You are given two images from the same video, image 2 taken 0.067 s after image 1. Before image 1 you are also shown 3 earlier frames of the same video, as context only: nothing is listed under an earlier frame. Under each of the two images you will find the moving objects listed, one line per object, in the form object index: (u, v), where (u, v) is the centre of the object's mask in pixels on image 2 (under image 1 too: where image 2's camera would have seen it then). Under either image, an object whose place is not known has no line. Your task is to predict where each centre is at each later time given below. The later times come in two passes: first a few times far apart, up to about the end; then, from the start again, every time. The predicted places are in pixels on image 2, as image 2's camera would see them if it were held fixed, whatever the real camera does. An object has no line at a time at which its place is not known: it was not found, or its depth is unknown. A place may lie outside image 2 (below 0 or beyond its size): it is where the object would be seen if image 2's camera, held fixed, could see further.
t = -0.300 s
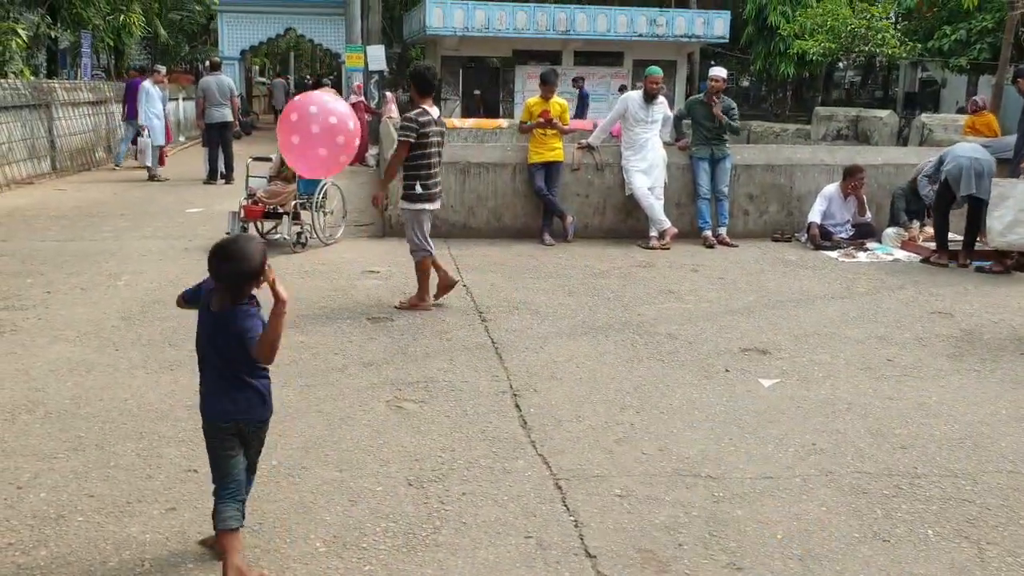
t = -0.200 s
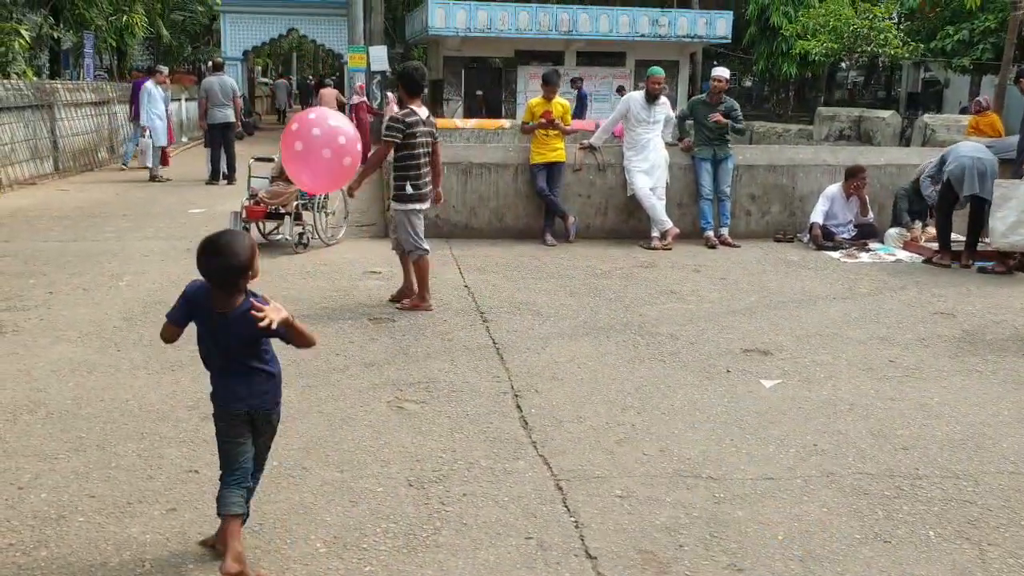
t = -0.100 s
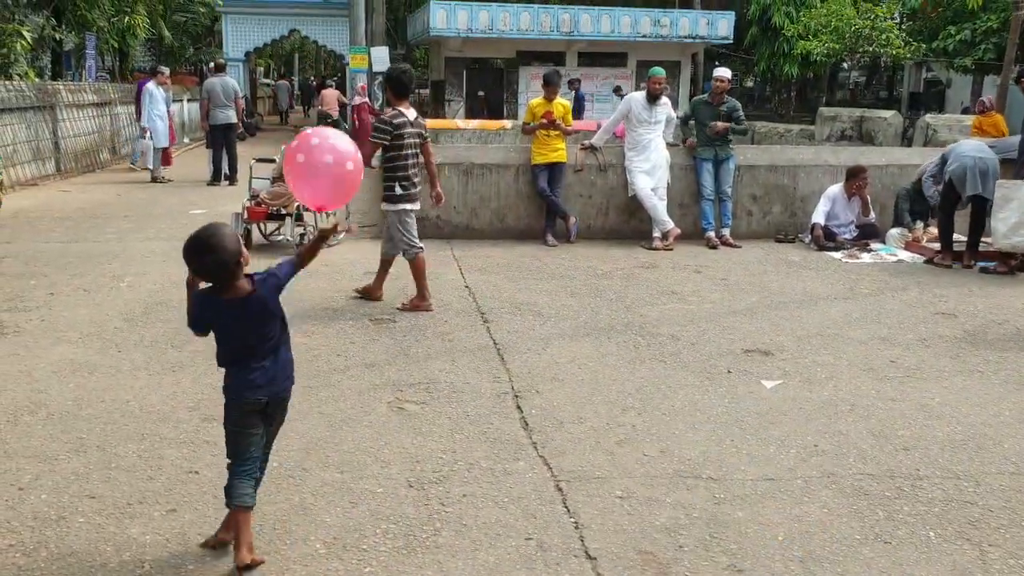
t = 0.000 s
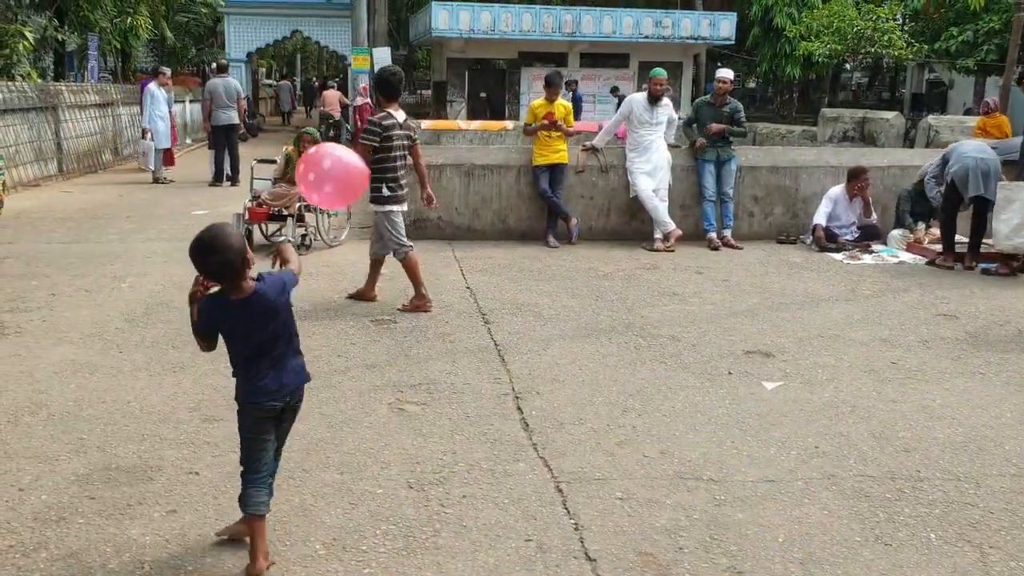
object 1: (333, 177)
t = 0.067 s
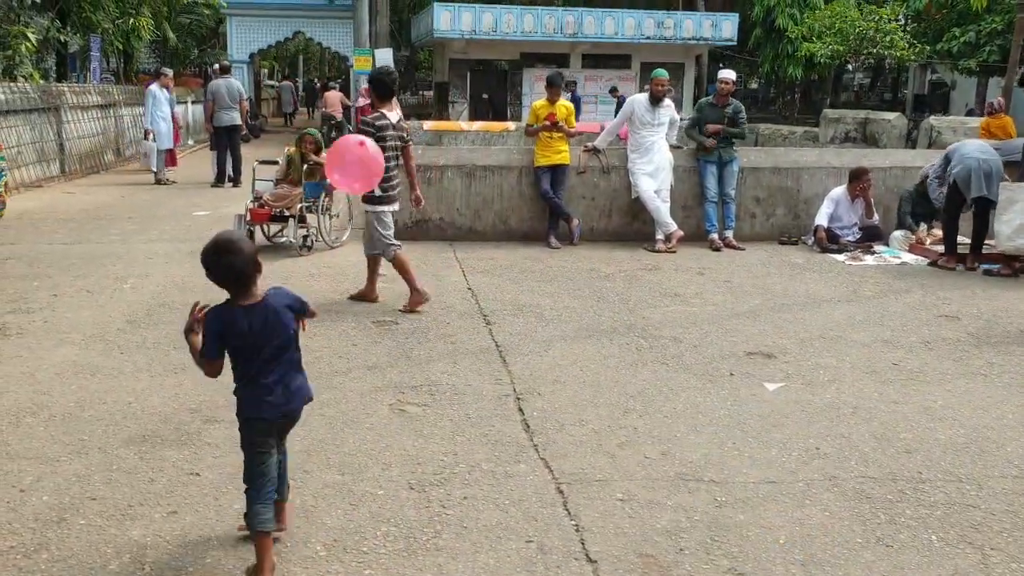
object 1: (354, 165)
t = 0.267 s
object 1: (440, 145)
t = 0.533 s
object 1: (525, 149)
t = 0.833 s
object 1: (594, 165)
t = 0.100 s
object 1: (369, 158)
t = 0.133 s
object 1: (384, 153)
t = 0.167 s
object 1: (399, 150)
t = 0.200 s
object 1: (413, 148)
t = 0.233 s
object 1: (427, 146)
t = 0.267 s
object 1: (440, 145)
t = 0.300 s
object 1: (452, 144)
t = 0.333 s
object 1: (464, 143)
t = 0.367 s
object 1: (474, 143)
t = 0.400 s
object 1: (485, 143)
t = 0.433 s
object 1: (496, 144)
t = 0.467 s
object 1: (505, 146)
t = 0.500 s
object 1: (516, 147)
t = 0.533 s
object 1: (525, 149)
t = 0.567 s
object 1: (535, 151)
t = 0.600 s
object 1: (543, 153)
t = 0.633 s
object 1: (551, 155)
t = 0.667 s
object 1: (560, 157)
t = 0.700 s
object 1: (568, 159)
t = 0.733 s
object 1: (576, 161)
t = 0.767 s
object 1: (582, 163)
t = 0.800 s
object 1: (588, 164)
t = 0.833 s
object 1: (594, 165)
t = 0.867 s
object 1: (600, 166)
